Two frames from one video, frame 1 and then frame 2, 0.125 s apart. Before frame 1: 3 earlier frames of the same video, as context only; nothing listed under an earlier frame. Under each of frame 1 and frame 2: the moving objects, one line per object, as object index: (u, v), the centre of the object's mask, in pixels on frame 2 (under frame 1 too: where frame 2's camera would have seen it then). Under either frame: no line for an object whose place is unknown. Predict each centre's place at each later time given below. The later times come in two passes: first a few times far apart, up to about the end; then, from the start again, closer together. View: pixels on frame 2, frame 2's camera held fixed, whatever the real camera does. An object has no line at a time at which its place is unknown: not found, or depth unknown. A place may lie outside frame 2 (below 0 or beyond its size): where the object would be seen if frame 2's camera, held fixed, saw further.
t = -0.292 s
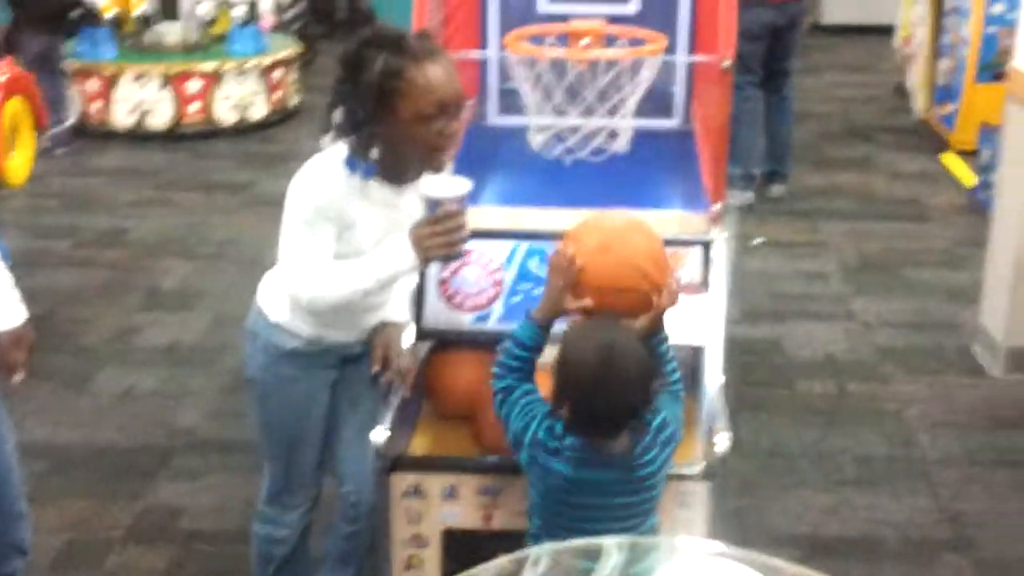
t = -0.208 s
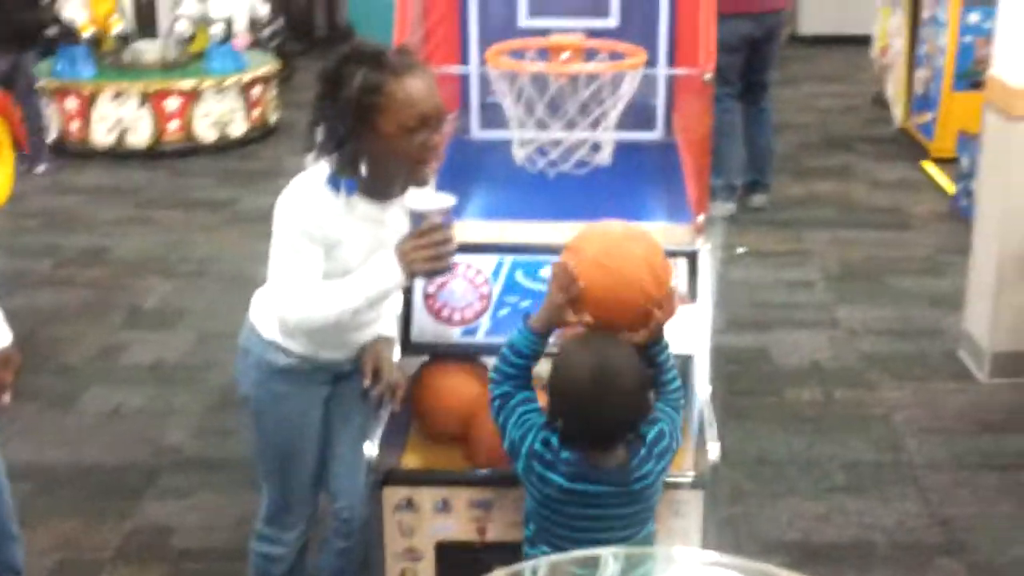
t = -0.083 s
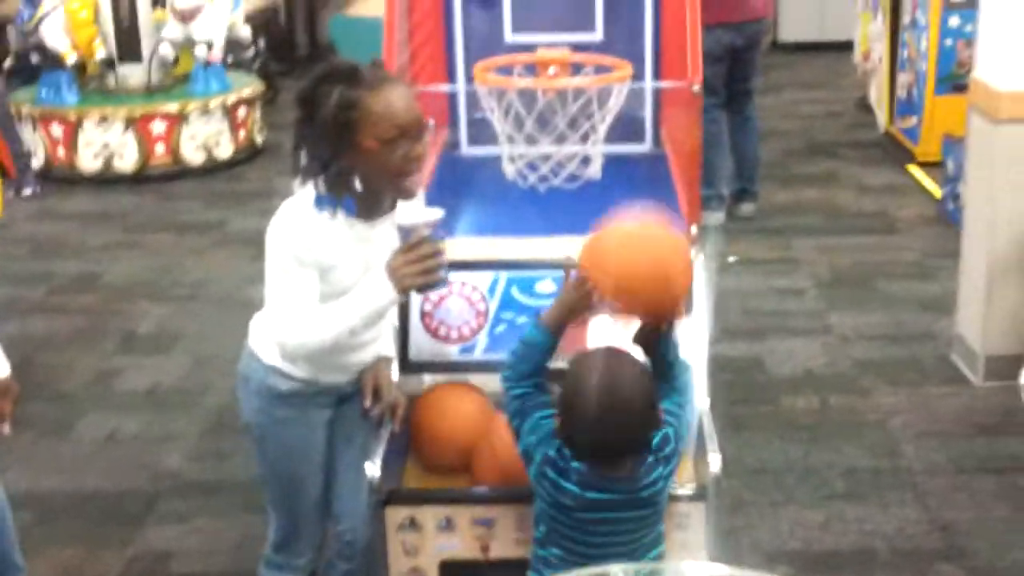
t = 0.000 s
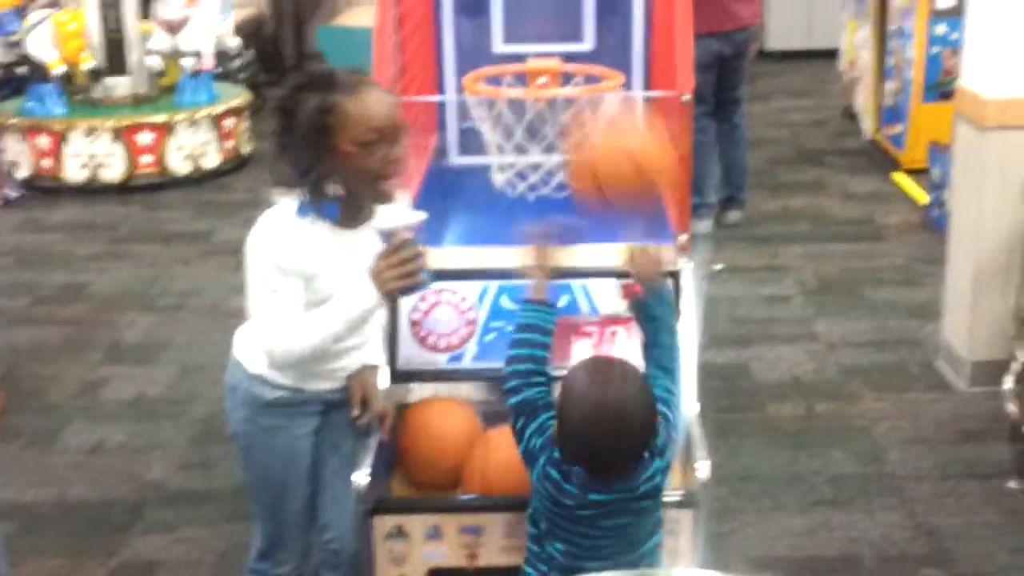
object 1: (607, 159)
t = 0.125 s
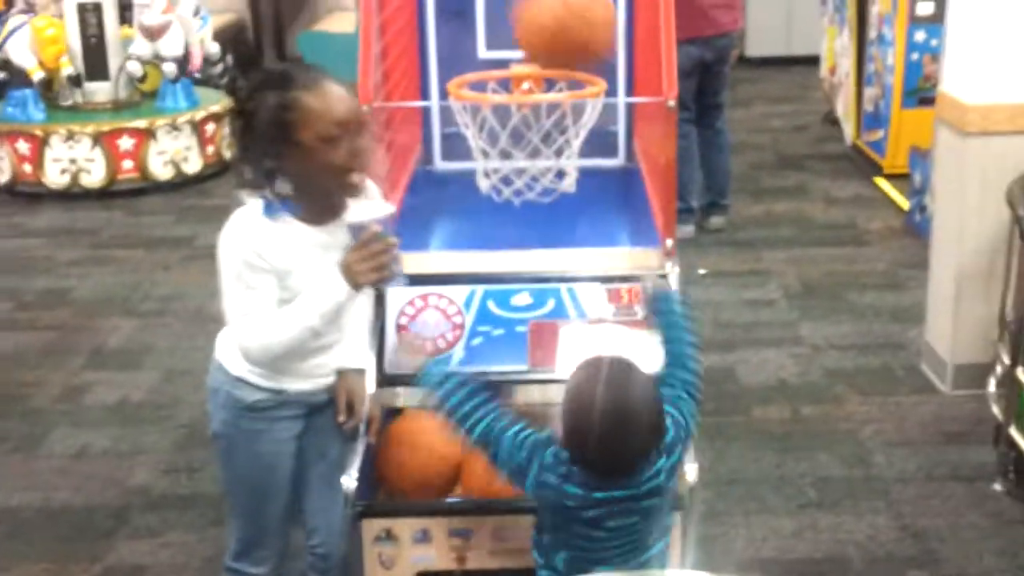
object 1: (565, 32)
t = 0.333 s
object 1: (516, 10)
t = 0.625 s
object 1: (443, 211)
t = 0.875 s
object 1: (468, 203)
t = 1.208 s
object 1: (482, 211)
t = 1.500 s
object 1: (494, 236)
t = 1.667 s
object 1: (497, 241)
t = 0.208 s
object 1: (542, 13)
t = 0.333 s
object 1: (516, 10)
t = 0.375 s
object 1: (507, 16)
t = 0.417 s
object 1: (502, 39)
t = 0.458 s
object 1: (495, 66)
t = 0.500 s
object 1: (484, 114)
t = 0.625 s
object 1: (443, 211)
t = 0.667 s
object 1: (440, 192)
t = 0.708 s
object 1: (443, 180)
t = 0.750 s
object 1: (449, 175)
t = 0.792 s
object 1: (455, 178)
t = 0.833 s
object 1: (462, 186)
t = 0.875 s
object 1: (468, 203)
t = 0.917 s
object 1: (475, 220)
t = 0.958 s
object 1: (480, 234)
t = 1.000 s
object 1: (481, 226)
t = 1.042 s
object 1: (479, 218)
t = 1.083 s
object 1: (477, 210)
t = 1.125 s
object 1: (477, 206)
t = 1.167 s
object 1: (479, 206)
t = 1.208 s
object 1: (482, 211)
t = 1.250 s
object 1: (485, 221)
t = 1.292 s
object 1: (488, 230)
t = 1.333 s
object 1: (489, 233)
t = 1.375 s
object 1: (490, 230)
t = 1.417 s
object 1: (491, 229)
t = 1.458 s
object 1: (492, 231)
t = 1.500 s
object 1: (494, 236)
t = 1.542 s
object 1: (495, 237)
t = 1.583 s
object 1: (496, 236)
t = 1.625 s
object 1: (497, 238)
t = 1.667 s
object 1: (497, 241)
